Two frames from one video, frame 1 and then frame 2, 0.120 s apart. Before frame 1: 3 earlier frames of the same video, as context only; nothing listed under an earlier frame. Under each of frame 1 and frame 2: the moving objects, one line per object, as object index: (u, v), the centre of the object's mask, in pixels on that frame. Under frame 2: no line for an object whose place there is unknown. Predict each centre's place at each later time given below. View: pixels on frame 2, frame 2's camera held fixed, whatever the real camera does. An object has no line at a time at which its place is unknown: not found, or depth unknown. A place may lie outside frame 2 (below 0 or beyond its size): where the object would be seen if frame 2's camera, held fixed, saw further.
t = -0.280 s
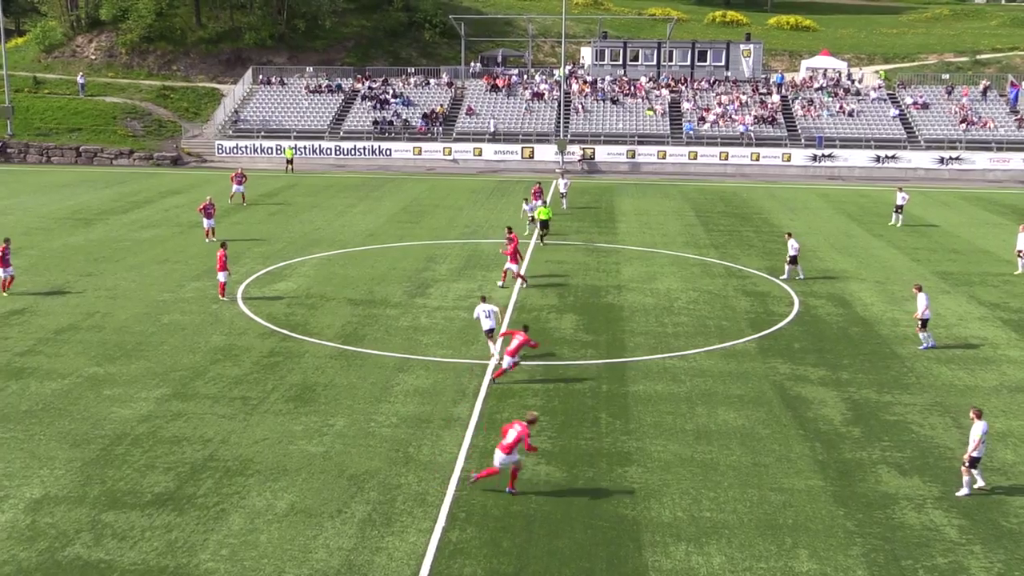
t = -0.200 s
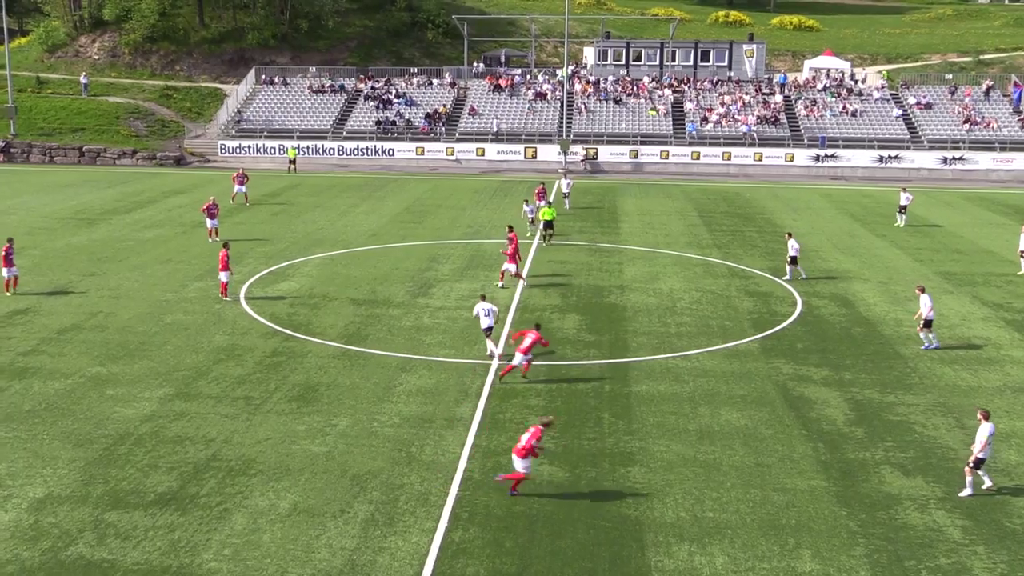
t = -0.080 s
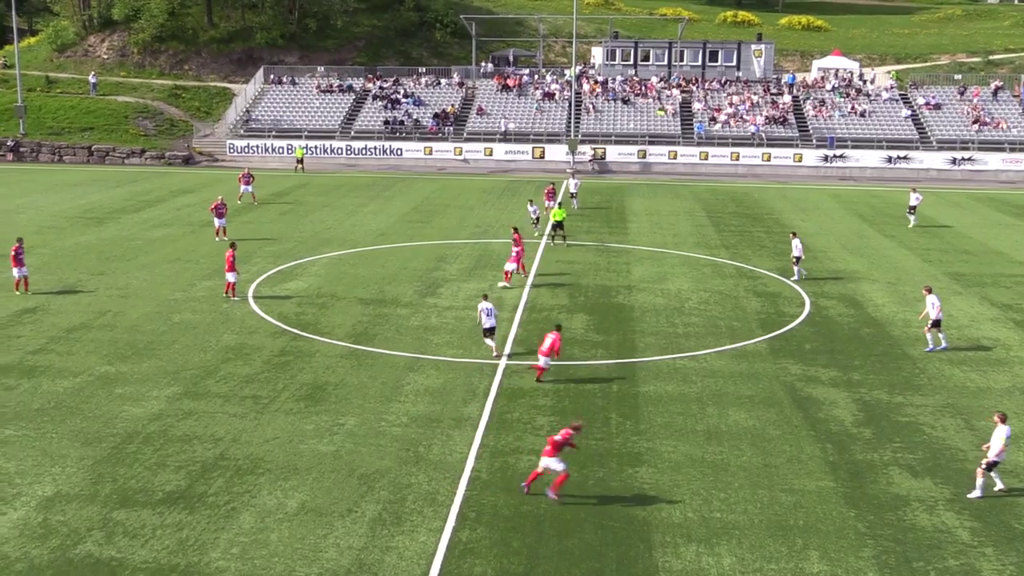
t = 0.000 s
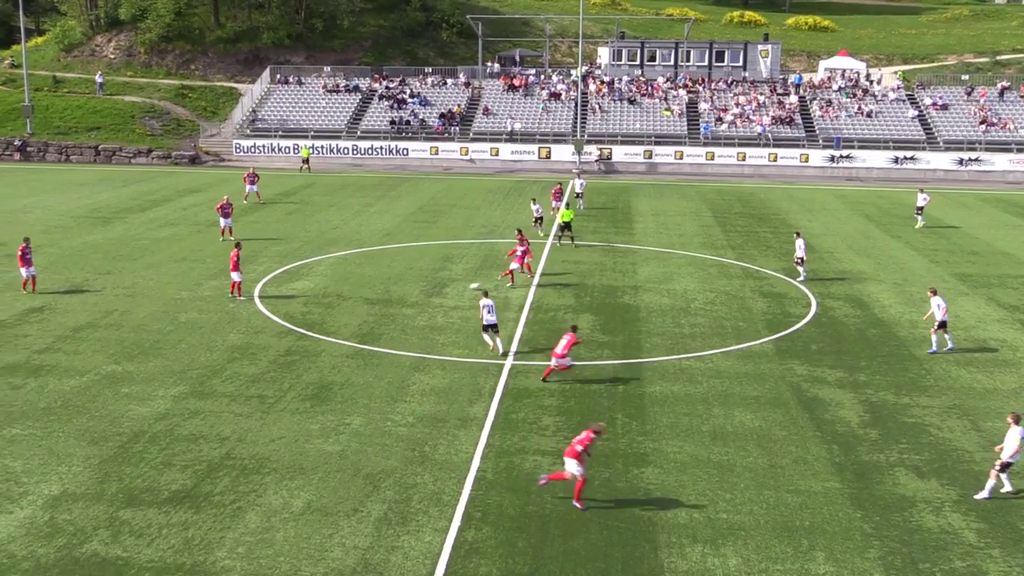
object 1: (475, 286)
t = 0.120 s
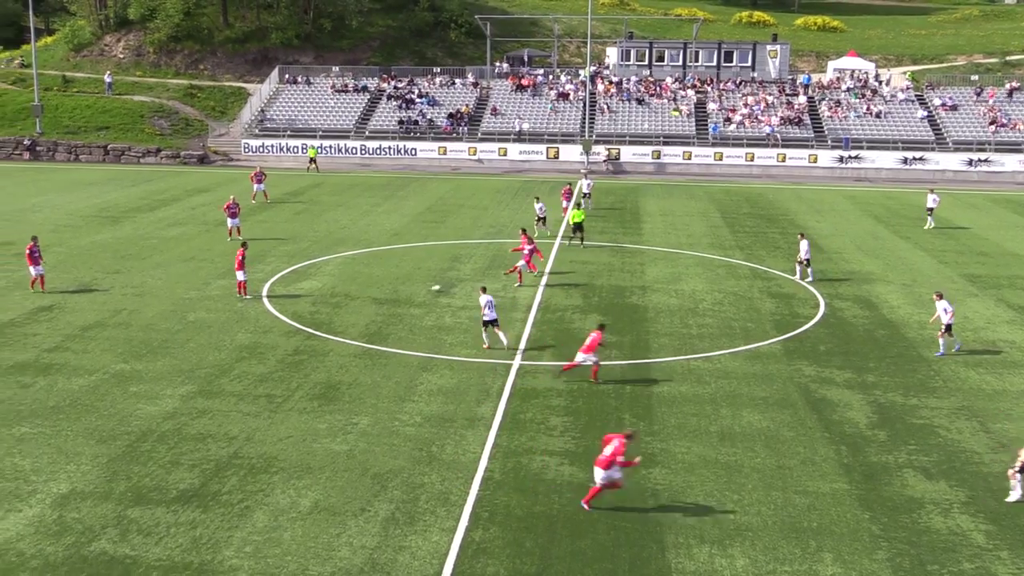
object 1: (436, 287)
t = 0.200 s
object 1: (407, 288)
